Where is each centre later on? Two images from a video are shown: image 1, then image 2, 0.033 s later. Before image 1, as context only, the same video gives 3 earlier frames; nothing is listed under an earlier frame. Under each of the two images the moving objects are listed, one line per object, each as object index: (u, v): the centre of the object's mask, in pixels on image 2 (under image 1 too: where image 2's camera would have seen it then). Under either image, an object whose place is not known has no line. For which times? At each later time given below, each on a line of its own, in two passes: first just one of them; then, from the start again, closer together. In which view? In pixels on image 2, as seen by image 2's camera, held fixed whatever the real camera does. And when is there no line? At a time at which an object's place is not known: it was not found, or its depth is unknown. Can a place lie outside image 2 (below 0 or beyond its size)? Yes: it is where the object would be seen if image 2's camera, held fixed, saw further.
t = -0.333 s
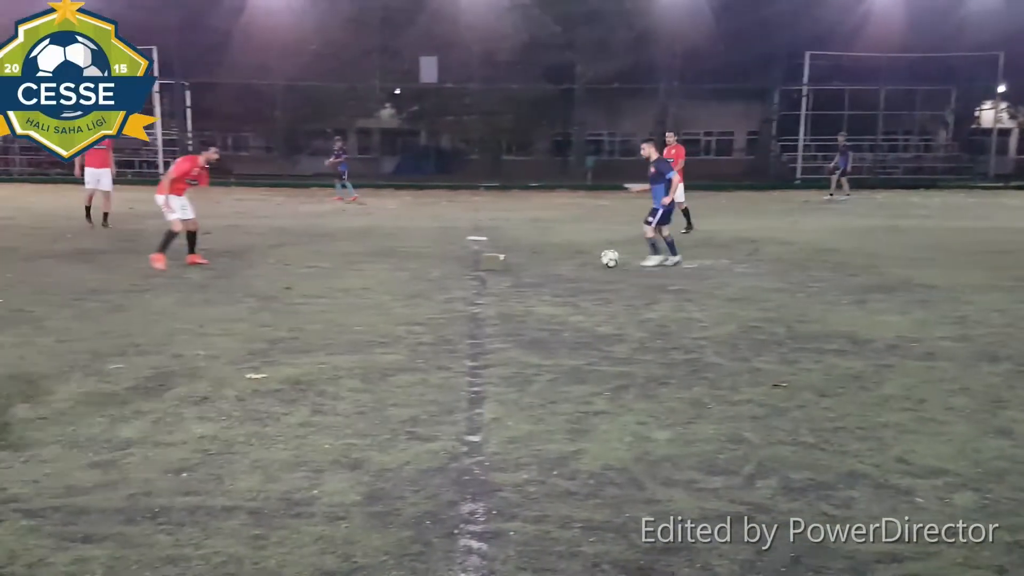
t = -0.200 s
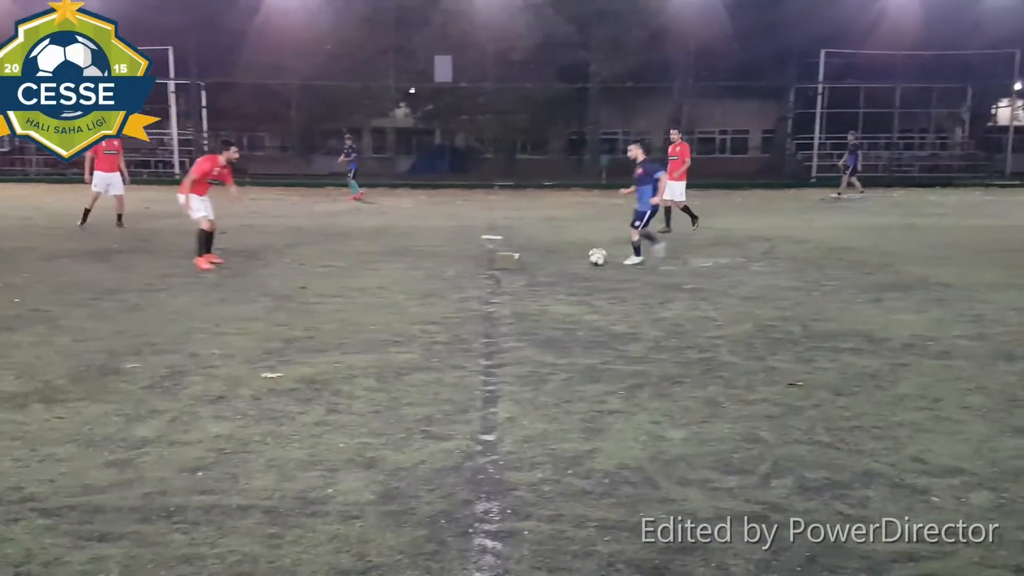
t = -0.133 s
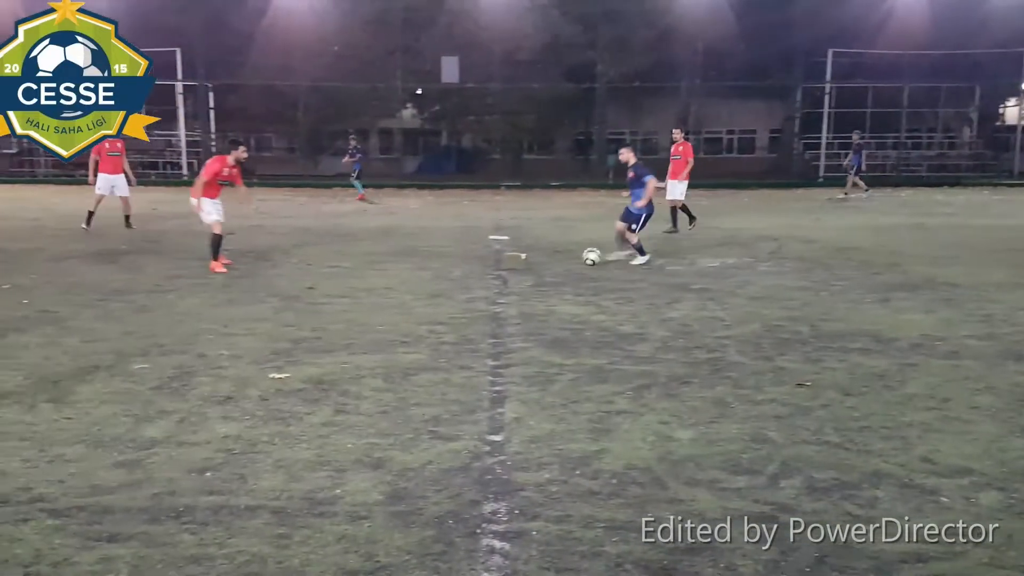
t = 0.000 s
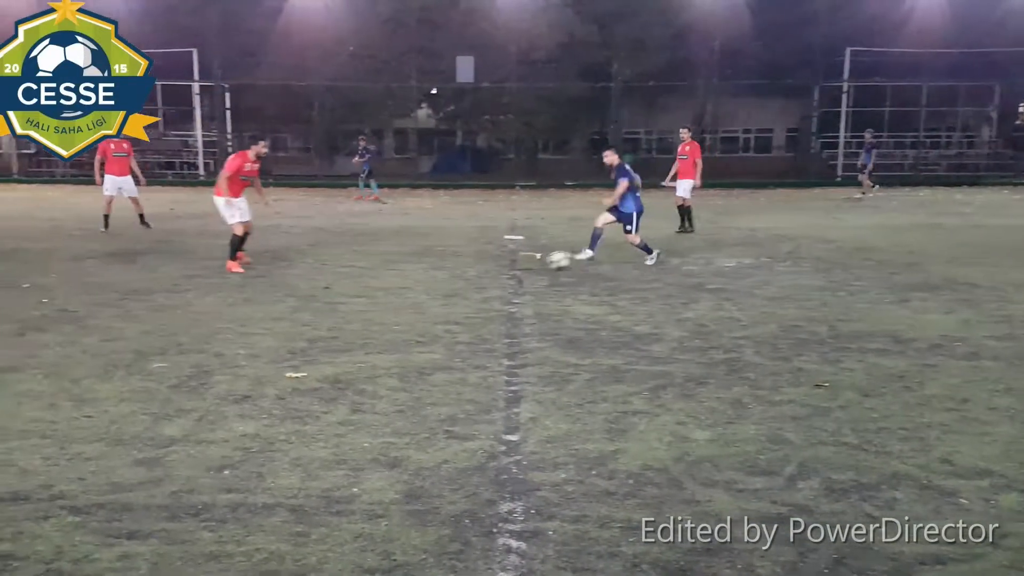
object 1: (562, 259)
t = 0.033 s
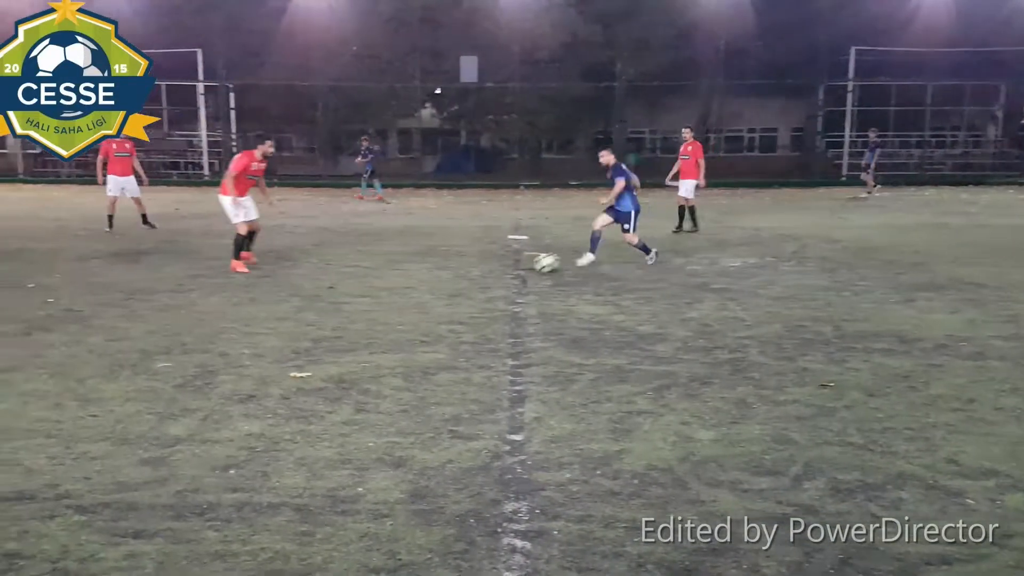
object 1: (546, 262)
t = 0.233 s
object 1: (443, 279)
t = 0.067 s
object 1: (530, 265)
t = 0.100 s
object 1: (513, 265)
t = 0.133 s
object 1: (497, 267)
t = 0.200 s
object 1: (461, 274)
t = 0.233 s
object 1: (443, 279)
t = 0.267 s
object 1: (426, 281)
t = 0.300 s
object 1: (409, 282)
